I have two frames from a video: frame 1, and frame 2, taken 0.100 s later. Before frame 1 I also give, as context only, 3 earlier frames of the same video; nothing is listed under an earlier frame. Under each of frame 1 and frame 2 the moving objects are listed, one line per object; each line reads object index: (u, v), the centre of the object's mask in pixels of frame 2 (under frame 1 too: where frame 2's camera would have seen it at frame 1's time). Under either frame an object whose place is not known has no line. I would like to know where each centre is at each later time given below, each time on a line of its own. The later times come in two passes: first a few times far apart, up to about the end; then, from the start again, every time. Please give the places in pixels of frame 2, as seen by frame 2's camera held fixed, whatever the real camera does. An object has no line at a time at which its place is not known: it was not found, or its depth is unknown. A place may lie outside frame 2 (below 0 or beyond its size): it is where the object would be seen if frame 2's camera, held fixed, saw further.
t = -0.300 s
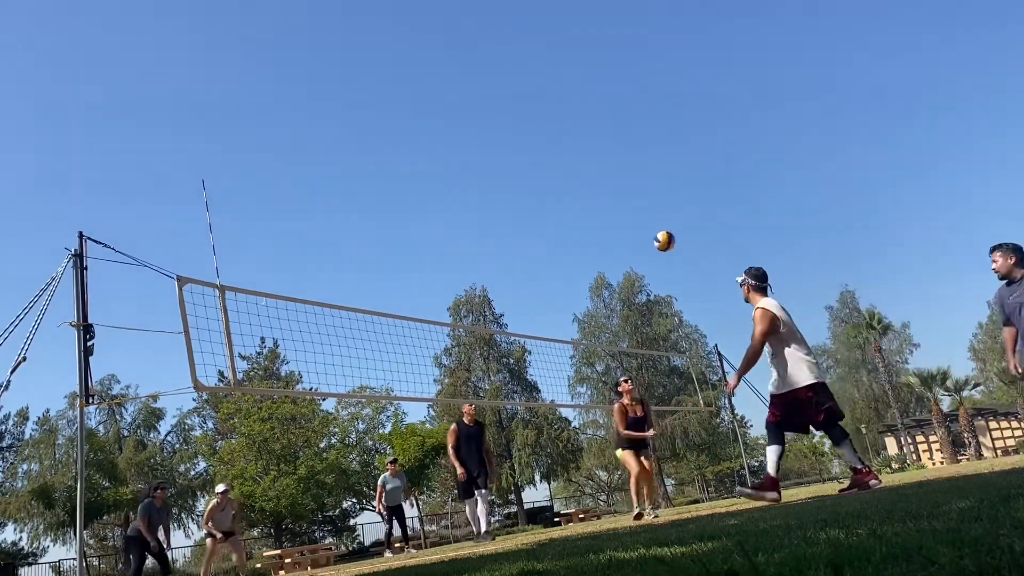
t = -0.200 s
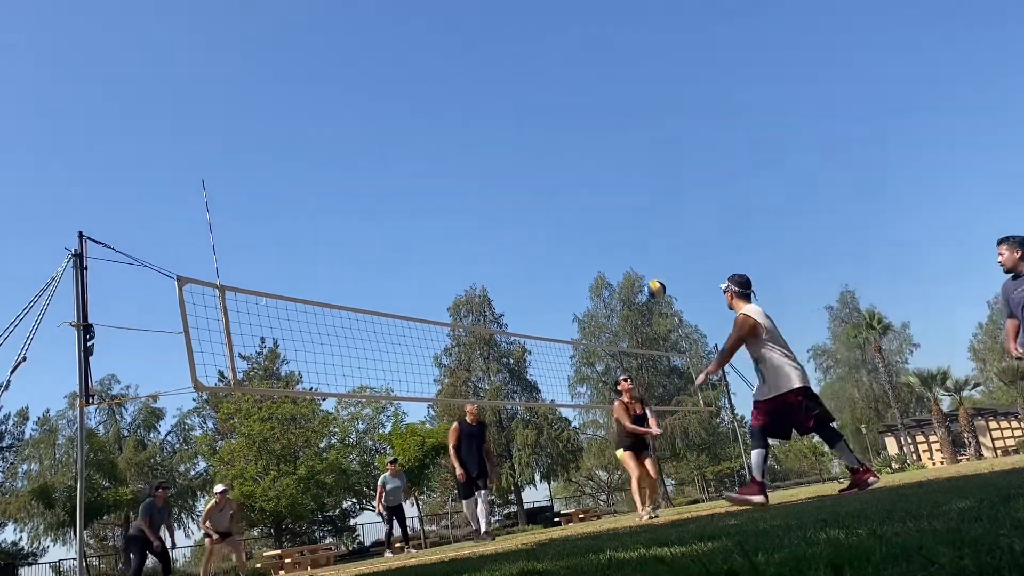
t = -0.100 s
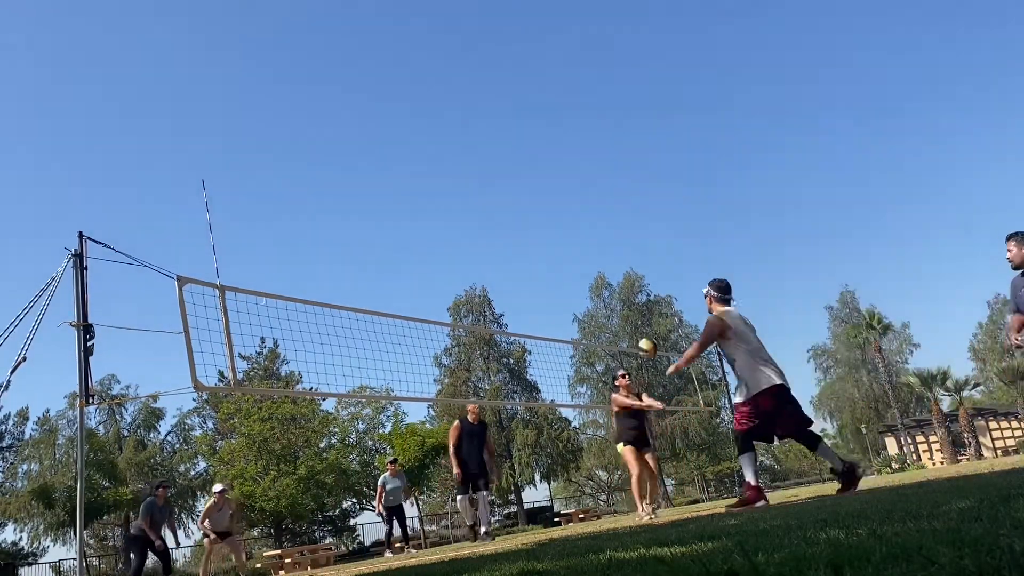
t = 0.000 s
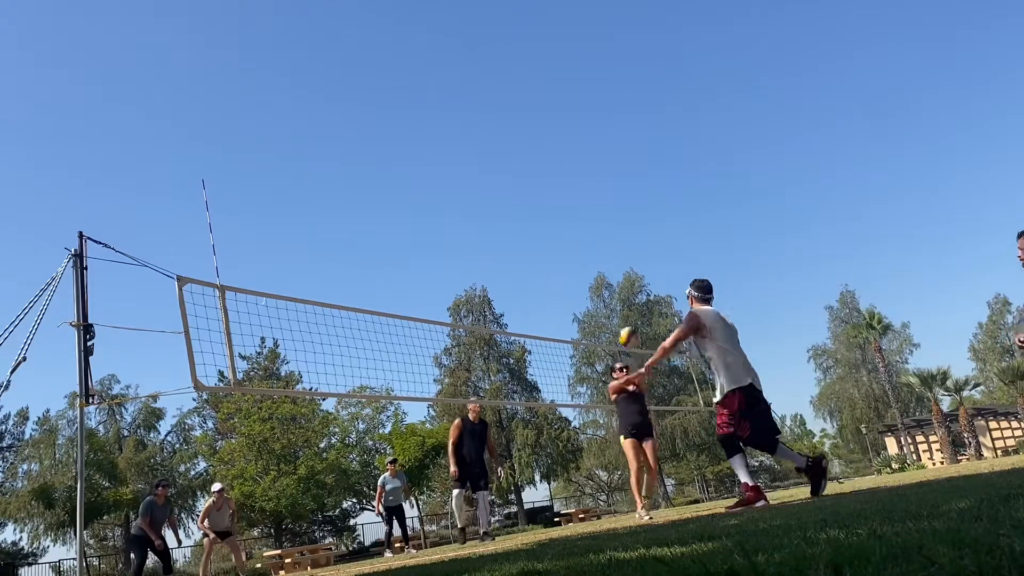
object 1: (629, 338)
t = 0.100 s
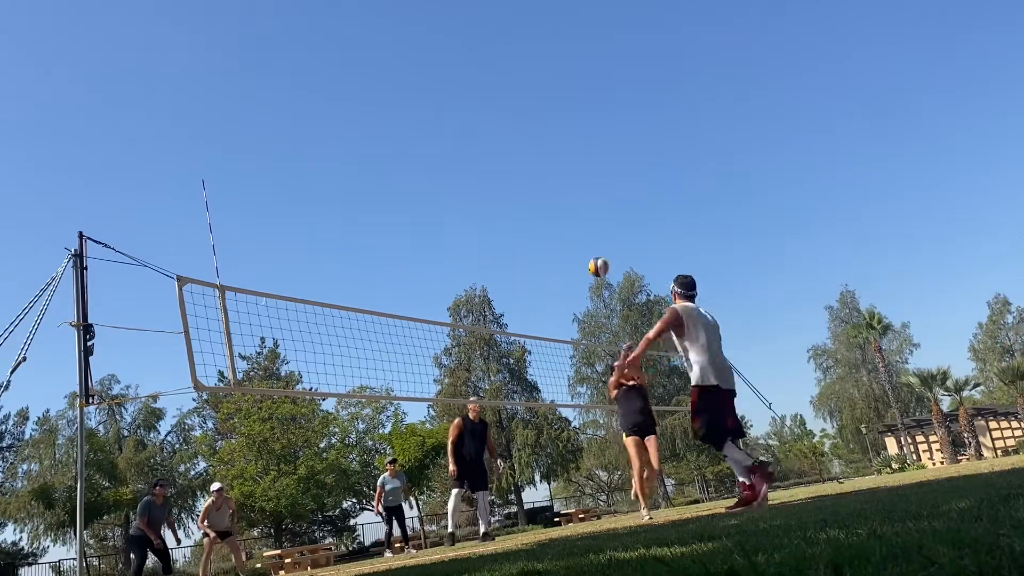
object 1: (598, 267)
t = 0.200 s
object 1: (572, 209)
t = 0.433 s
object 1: (519, 115)
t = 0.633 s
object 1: (481, 74)
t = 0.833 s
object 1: (448, 66)
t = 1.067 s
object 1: (416, 98)
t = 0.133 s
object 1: (589, 247)
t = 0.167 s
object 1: (581, 228)
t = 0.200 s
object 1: (572, 209)
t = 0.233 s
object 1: (564, 193)
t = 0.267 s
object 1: (556, 177)
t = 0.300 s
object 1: (548, 162)
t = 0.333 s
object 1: (540, 149)
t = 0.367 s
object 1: (533, 137)
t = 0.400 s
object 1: (526, 125)
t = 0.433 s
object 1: (519, 115)
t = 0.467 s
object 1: (512, 106)
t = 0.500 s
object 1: (505, 98)
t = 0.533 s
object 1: (499, 91)
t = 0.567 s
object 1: (493, 85)
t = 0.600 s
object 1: (487, 79)
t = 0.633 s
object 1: (481, 74)
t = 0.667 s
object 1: (475, 70)
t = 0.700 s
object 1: (469, 68)
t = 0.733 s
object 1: (463, 66)
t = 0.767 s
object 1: (458, 65)
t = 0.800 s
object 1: (453, 65)
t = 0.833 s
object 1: (448, 66)
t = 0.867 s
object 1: (443, 68)
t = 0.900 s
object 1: (438, 71)
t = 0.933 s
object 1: (433, 74)
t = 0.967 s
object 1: (428, 79)
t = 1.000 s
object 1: (424, 85)
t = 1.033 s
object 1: (420, 91)
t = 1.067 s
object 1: (416, 98)
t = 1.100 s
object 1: (412, 106)
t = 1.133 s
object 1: (408, 115)
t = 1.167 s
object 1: (403, 126)
